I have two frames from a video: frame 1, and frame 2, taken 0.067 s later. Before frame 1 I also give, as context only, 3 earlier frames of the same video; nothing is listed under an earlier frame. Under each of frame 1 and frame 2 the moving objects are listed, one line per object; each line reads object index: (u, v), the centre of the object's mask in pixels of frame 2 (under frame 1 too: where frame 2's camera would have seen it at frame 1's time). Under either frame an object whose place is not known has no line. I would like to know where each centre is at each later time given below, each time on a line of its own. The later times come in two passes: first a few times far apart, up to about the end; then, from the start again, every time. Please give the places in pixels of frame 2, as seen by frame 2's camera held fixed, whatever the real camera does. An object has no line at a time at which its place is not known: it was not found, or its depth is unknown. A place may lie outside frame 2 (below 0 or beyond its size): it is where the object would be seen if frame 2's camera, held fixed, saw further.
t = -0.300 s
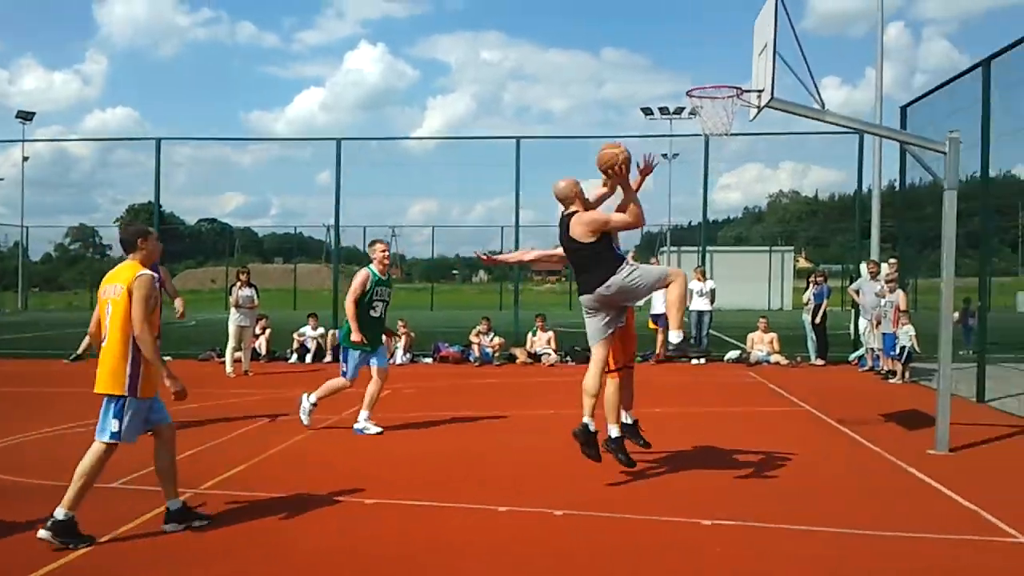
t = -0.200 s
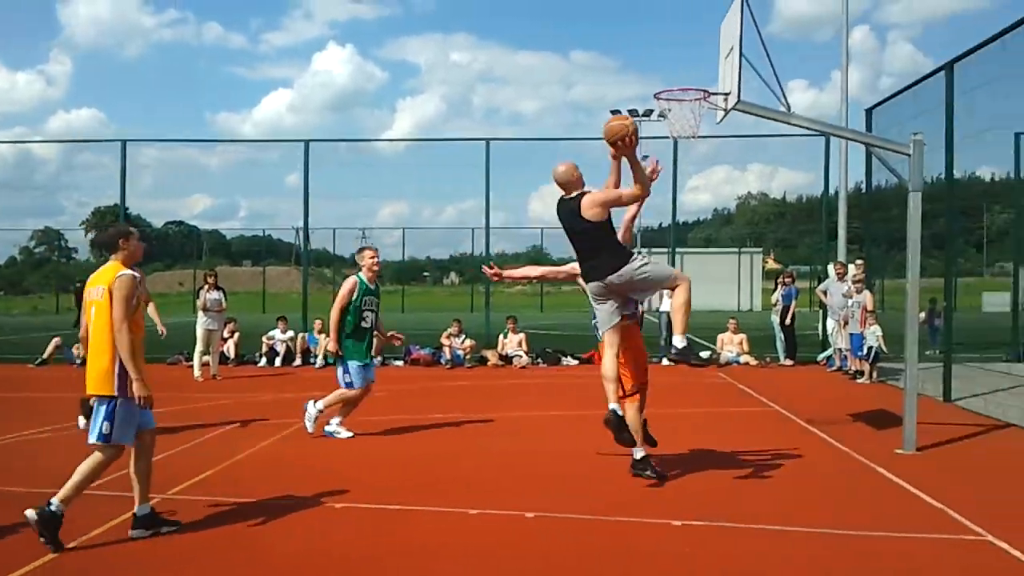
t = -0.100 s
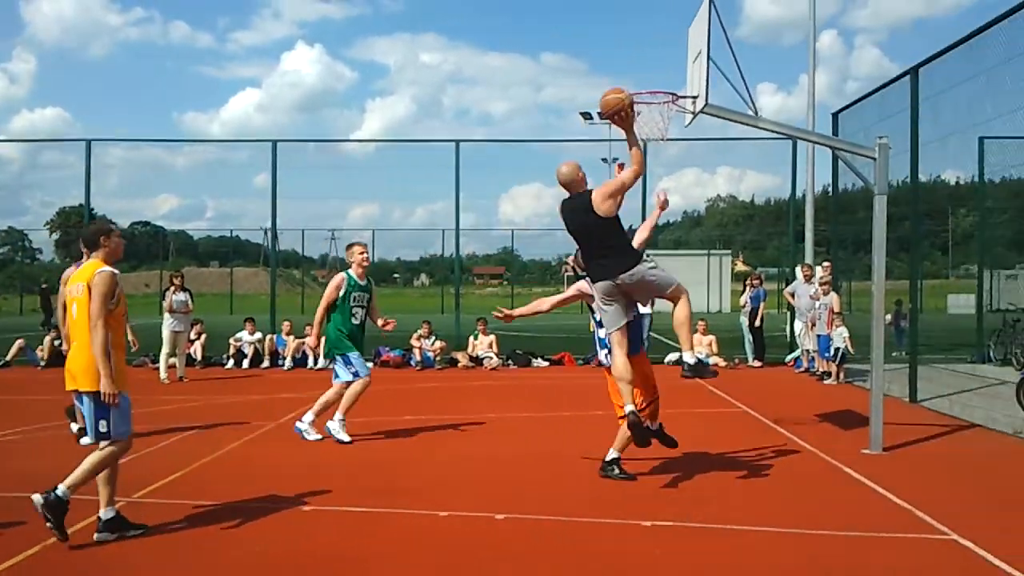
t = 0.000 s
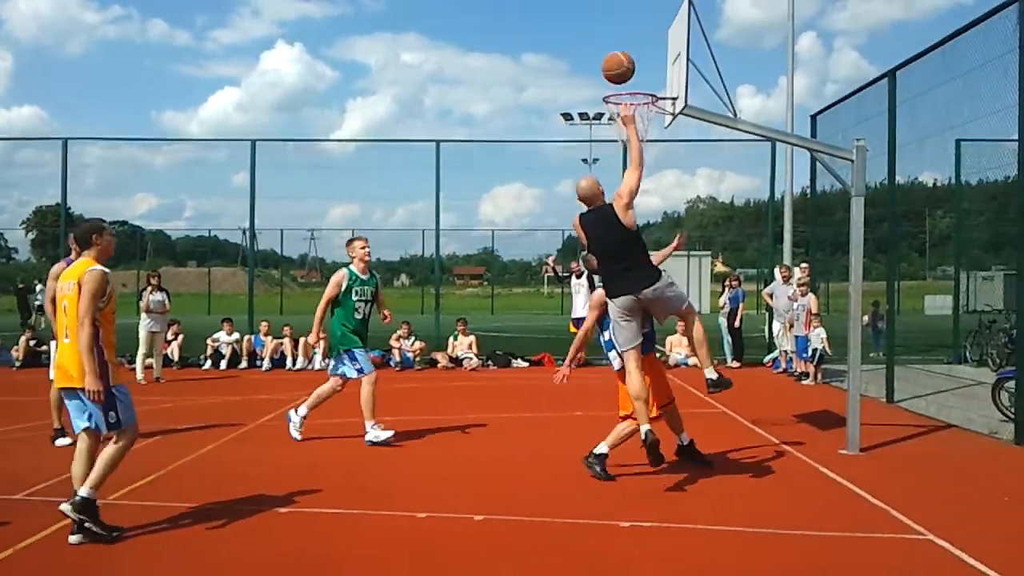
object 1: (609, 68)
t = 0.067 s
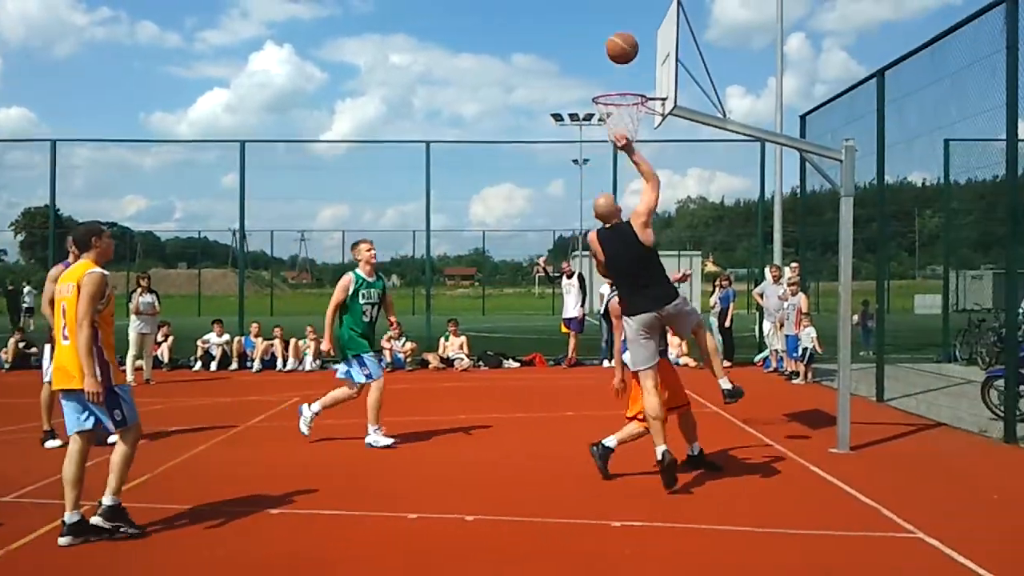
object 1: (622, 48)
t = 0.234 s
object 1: (654, 24)
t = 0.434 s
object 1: (621, 40)
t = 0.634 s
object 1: (567, 102)
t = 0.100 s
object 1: (629, 40)
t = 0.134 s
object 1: (634, 34)
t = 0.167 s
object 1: (640, 30)
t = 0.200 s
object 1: (647, 26)
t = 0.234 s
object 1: (654, 24)
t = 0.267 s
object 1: (659, 24)
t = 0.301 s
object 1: (659, 25)
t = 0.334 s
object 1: (650, 26)
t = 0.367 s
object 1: (641, 30)
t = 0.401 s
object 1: (630, 34)
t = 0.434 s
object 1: (621, 40)
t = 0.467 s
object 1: (613, 47)
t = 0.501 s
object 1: (604, 56)
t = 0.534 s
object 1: (594, 65)
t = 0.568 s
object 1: (584, 76)
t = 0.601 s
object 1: (575, 89)
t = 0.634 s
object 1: (567, 102)
